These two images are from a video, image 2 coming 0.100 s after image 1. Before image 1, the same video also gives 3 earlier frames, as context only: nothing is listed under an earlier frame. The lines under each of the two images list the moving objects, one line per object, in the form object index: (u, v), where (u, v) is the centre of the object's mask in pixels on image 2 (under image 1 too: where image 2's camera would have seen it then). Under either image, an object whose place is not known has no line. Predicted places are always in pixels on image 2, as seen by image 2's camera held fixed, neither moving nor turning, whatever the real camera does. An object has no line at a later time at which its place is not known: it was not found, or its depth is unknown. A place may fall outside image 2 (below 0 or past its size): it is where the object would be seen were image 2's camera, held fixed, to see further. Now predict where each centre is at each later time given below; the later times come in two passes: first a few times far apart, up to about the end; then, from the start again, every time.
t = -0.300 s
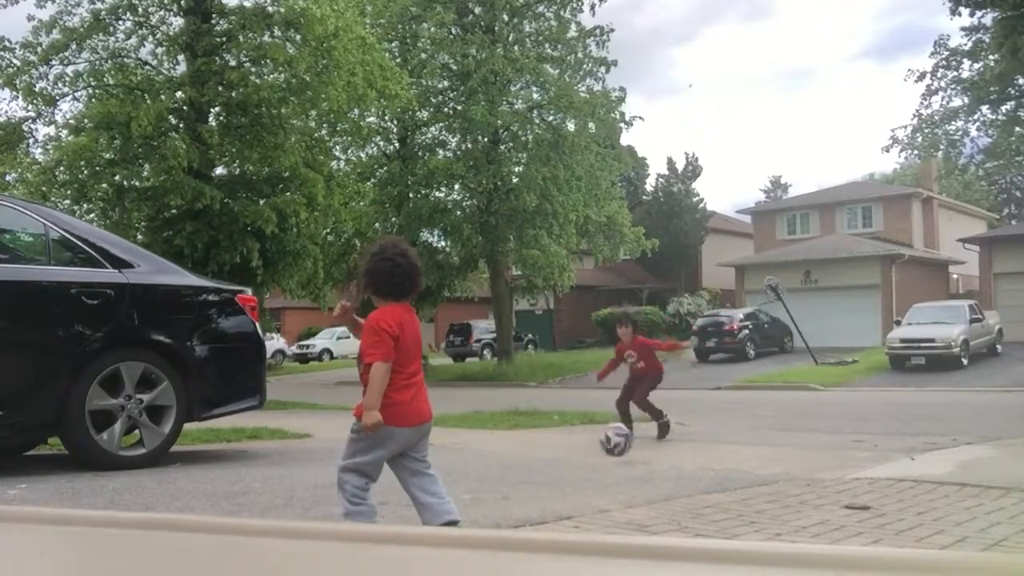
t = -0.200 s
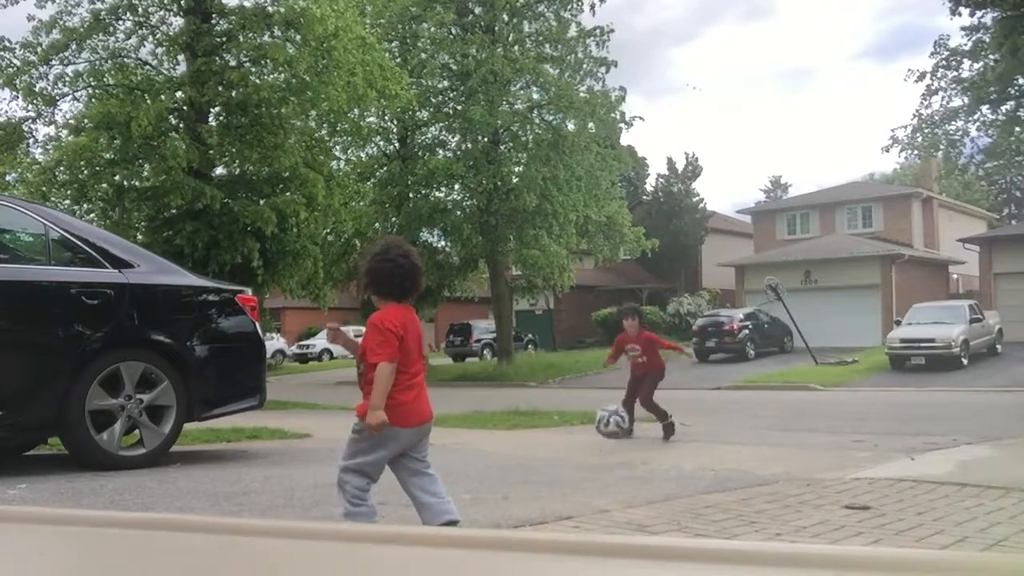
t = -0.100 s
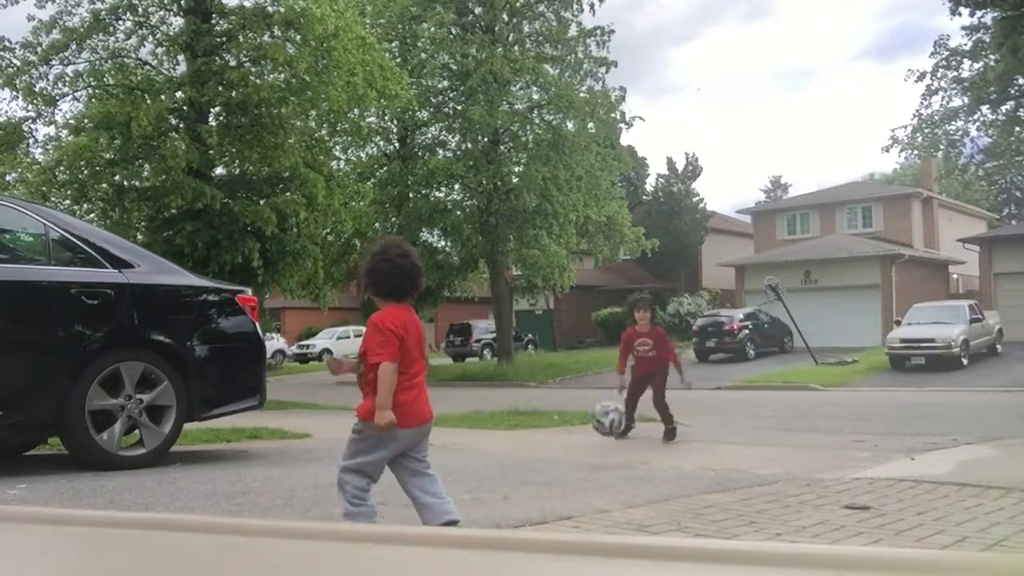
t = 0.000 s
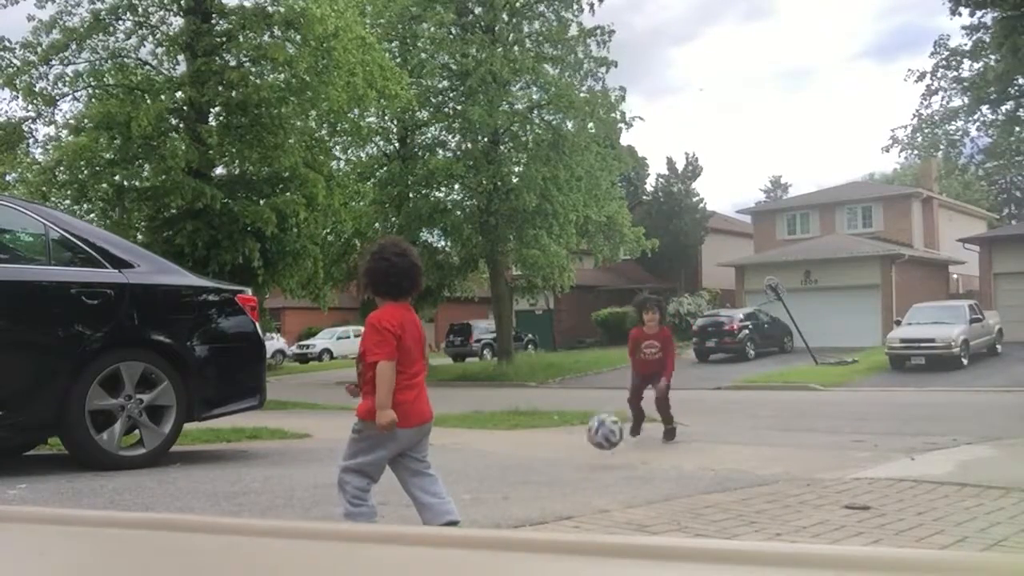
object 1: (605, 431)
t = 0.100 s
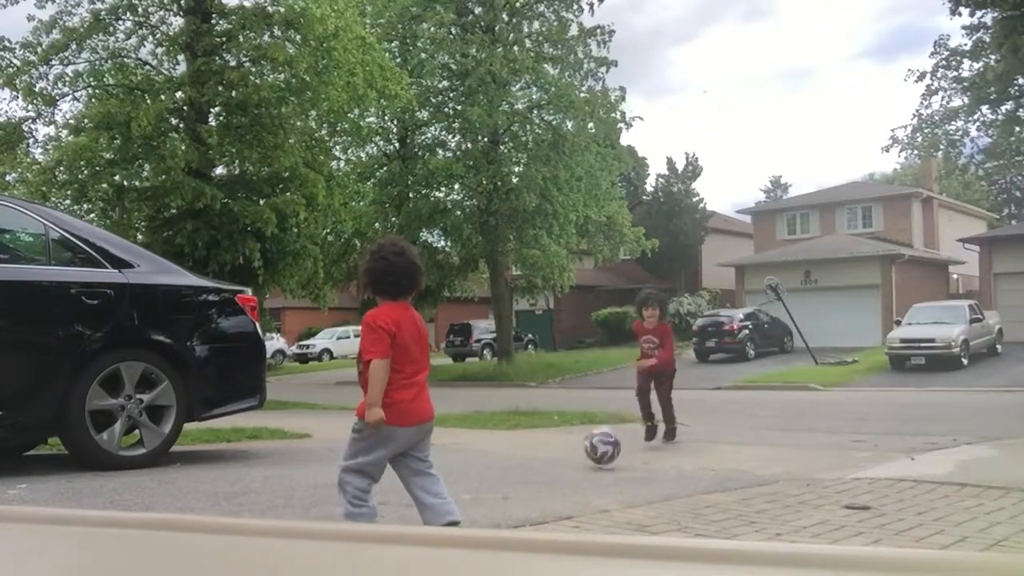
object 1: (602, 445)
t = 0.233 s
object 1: (600, 436)
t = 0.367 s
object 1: (598, 456)
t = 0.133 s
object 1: (601, 440)
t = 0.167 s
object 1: (601, 437)
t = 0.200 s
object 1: (600, 436)
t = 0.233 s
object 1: (600, 436)
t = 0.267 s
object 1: (600, 438)
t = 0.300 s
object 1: (600, 442)
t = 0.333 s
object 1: (600, 448)
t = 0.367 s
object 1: (598, 456)
